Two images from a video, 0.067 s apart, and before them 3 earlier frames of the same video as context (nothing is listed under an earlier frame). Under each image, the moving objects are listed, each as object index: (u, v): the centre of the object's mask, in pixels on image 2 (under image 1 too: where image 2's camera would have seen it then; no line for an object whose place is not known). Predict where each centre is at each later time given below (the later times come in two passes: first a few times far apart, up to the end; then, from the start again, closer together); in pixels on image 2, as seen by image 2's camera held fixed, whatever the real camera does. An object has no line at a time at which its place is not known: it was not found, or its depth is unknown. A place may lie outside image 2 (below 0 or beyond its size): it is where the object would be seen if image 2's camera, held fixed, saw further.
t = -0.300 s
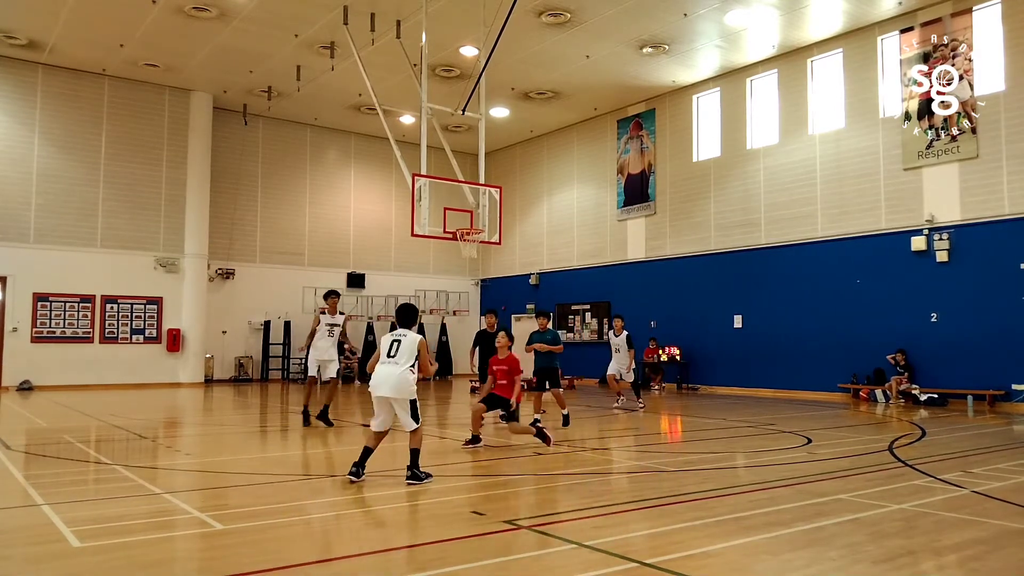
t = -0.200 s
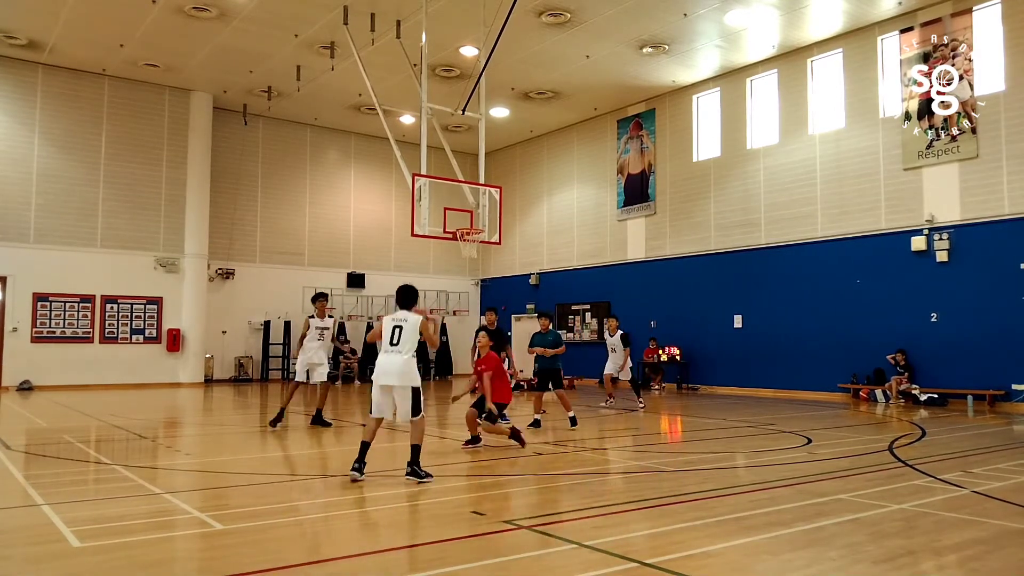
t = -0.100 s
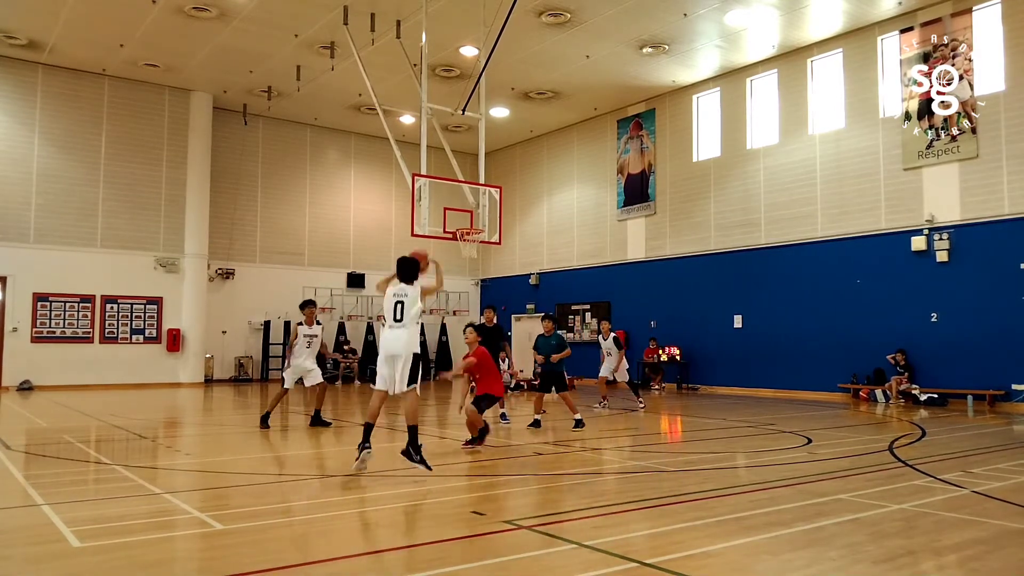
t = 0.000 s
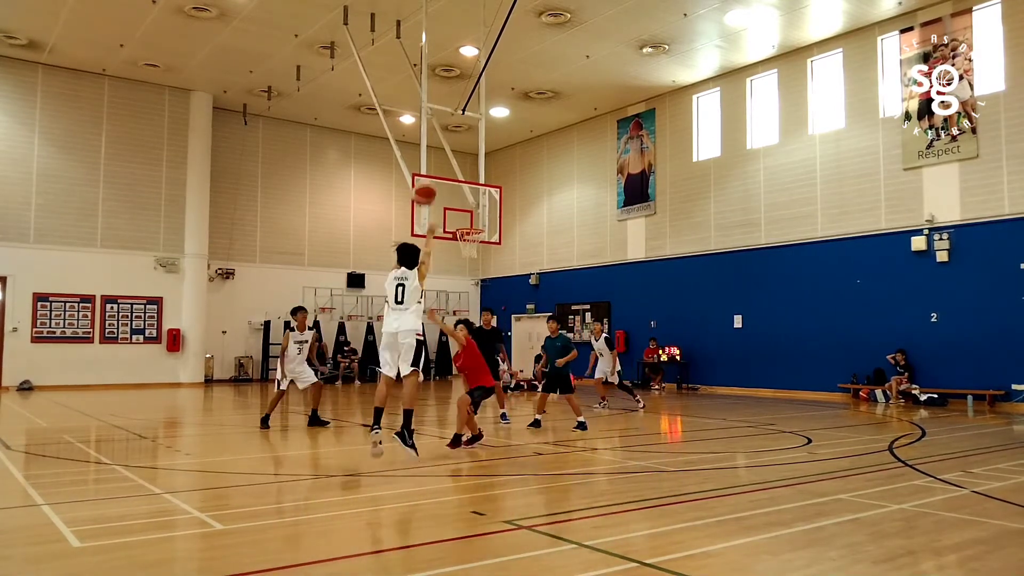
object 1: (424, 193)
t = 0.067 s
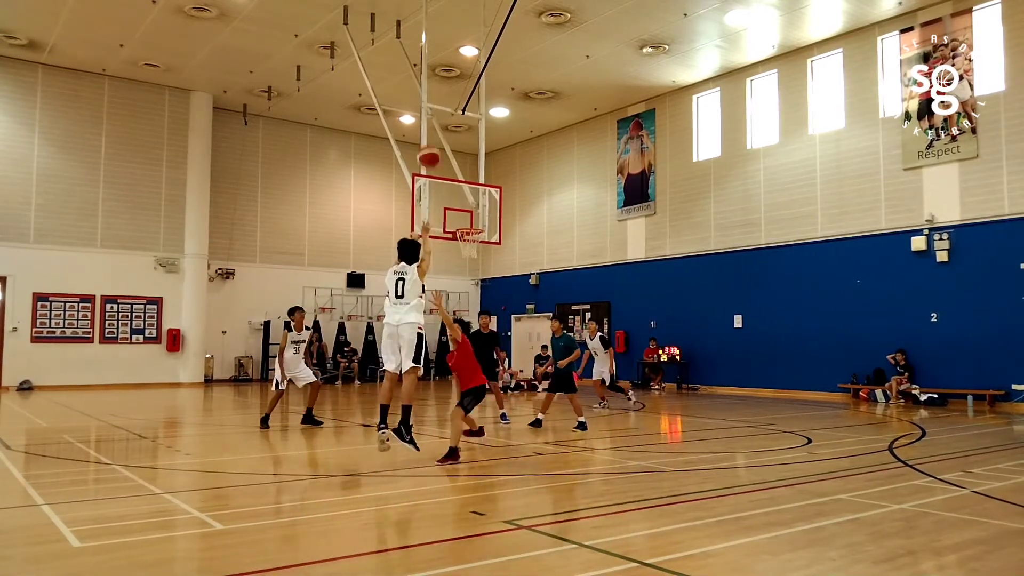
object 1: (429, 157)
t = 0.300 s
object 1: (442, 81)
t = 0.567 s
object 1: (455, 61)
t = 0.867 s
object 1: (468, 99)
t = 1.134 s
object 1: (475, 169)
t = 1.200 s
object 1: (476, 190)
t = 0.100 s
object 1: (431, 142)
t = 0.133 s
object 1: (433, 128)
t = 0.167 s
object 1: (435, 116)
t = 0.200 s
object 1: (436, 105)
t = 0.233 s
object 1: (438, 95)
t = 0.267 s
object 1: (440, 87)
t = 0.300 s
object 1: (442, 81)
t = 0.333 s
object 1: (444, 75)
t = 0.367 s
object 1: (445, 70)
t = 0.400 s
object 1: (447, 67)
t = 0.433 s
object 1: (449, 63)
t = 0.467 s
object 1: (451, 61)
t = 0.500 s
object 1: (452, 60)
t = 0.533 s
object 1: (453, 60)
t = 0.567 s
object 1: (455, 61)
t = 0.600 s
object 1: (456, 63)
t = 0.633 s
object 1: (458, 65)
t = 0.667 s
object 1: (460, 68)
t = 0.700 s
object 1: (461, 72)
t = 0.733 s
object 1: (462, 76)
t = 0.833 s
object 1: (466, 93)
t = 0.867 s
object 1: (468, 99)
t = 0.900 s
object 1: (469, 106)
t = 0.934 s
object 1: (470, 114)
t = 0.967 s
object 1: (471, 121)
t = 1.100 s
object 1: (474, 160)
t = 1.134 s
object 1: (475, 169)
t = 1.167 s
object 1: (476, 178)
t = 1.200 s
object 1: (476, 190)
